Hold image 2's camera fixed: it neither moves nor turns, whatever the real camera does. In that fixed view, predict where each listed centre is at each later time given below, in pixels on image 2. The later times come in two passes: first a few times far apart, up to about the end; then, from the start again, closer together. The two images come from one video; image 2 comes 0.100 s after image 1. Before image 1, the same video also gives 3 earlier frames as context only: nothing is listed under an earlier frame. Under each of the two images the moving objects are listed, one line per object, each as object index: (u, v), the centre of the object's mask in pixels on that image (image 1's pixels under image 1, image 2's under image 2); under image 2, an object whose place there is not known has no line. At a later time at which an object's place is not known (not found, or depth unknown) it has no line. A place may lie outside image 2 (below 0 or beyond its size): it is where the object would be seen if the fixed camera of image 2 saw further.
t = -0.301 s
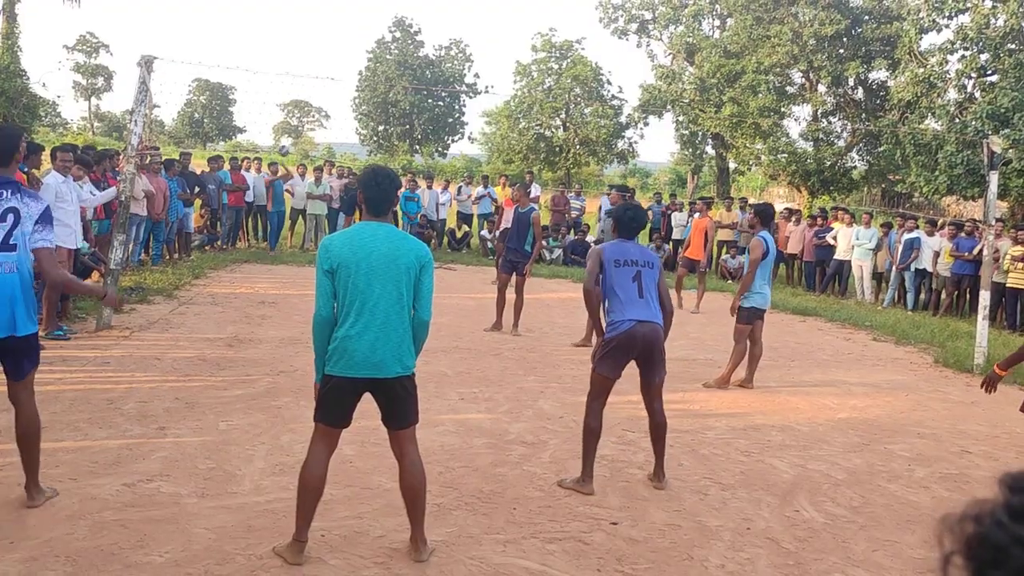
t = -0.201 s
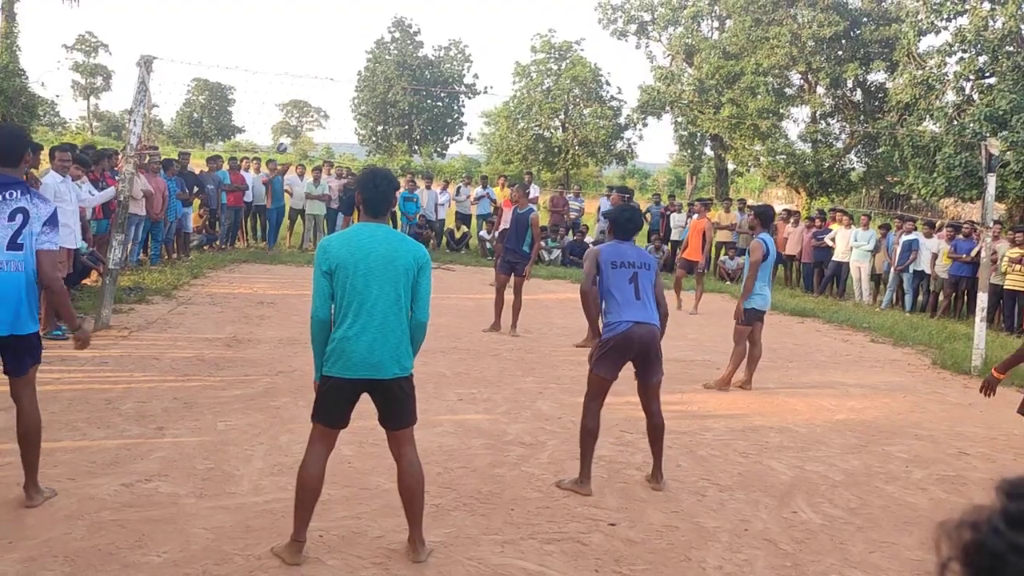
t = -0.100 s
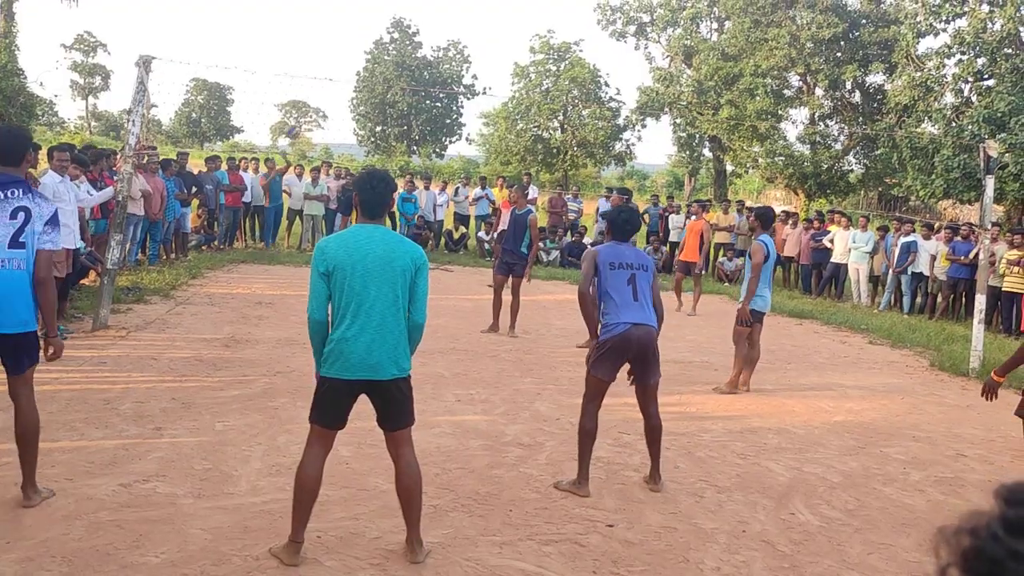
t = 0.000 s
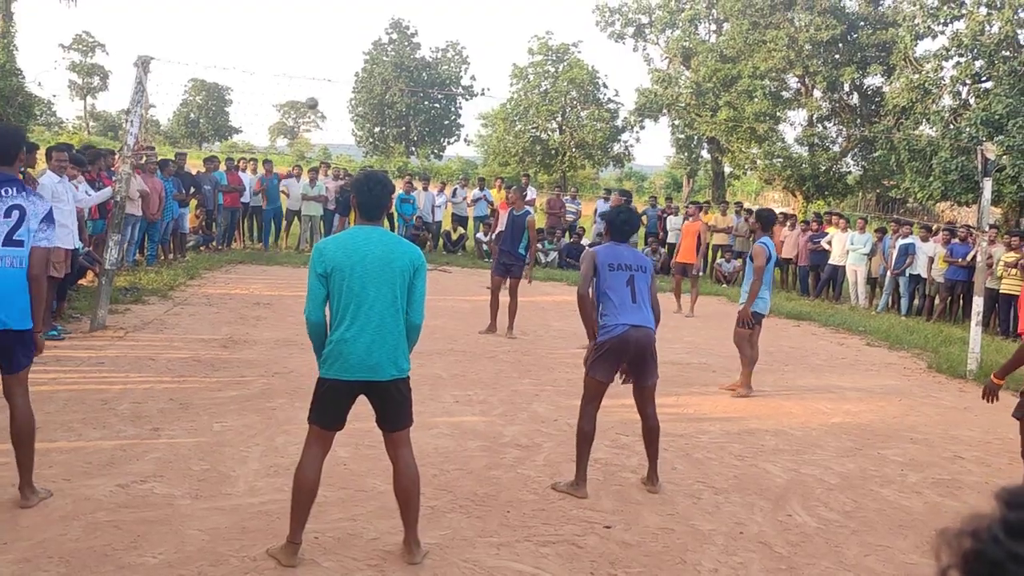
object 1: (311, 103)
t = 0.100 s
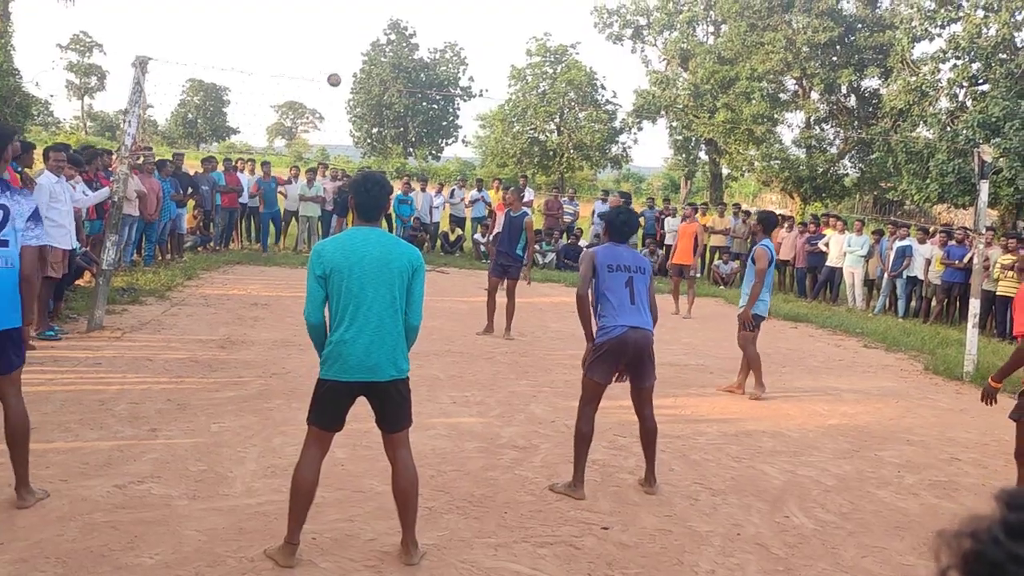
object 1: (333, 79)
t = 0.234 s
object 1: (369, 54)
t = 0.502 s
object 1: (454, 31)
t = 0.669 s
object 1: (525, 49)
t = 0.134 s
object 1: (342, 72)
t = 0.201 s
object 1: (359, 59)
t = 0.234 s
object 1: (369, 54)
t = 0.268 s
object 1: (378, 48)
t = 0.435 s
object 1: (430, 32)
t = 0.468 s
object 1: (442, 31)
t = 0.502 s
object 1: (454, 31)
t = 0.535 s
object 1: (467, 32)
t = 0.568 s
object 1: (481, 34)
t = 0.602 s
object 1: (495, 38)
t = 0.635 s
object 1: (509, 43)
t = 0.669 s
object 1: (525, 49)
